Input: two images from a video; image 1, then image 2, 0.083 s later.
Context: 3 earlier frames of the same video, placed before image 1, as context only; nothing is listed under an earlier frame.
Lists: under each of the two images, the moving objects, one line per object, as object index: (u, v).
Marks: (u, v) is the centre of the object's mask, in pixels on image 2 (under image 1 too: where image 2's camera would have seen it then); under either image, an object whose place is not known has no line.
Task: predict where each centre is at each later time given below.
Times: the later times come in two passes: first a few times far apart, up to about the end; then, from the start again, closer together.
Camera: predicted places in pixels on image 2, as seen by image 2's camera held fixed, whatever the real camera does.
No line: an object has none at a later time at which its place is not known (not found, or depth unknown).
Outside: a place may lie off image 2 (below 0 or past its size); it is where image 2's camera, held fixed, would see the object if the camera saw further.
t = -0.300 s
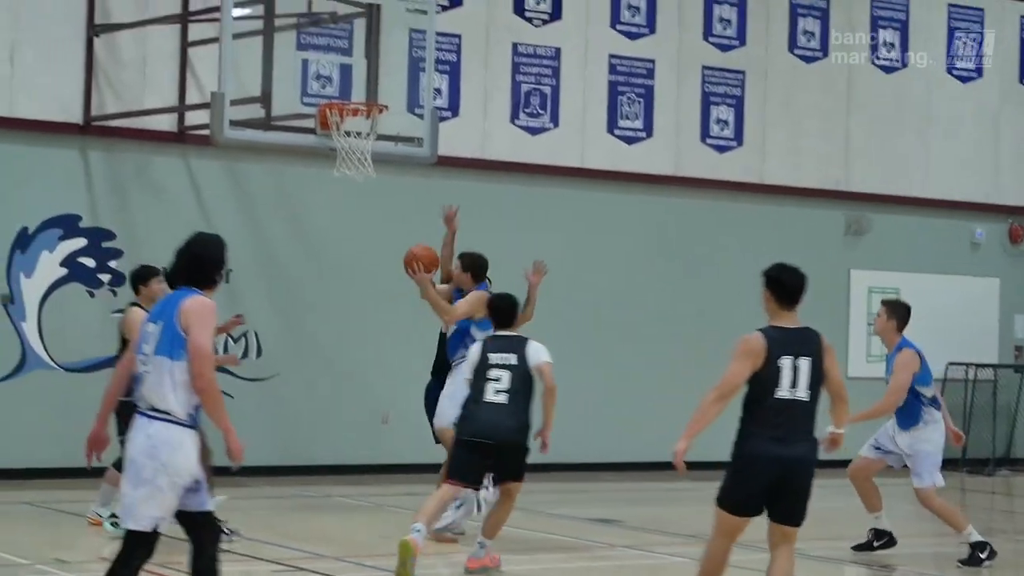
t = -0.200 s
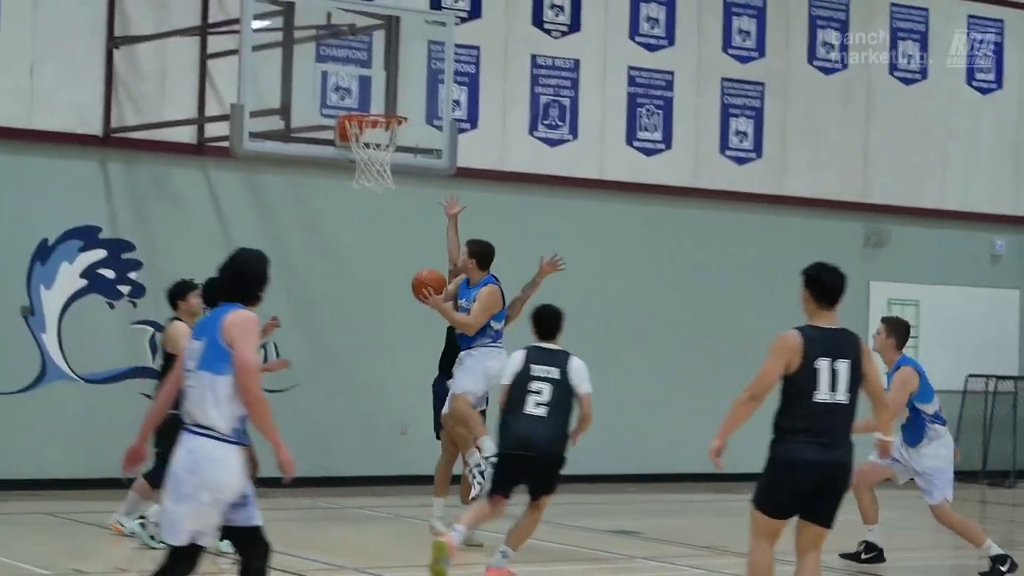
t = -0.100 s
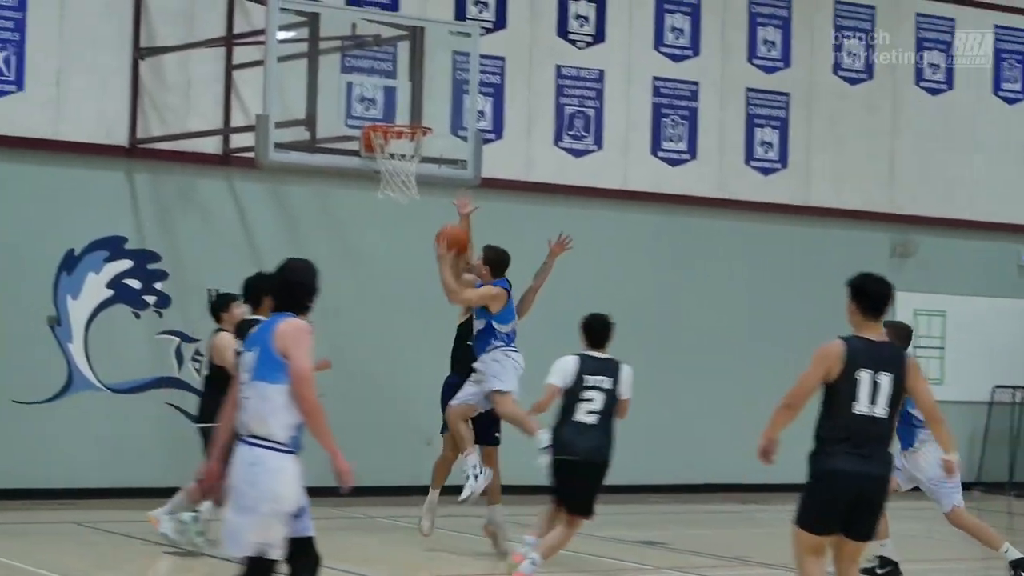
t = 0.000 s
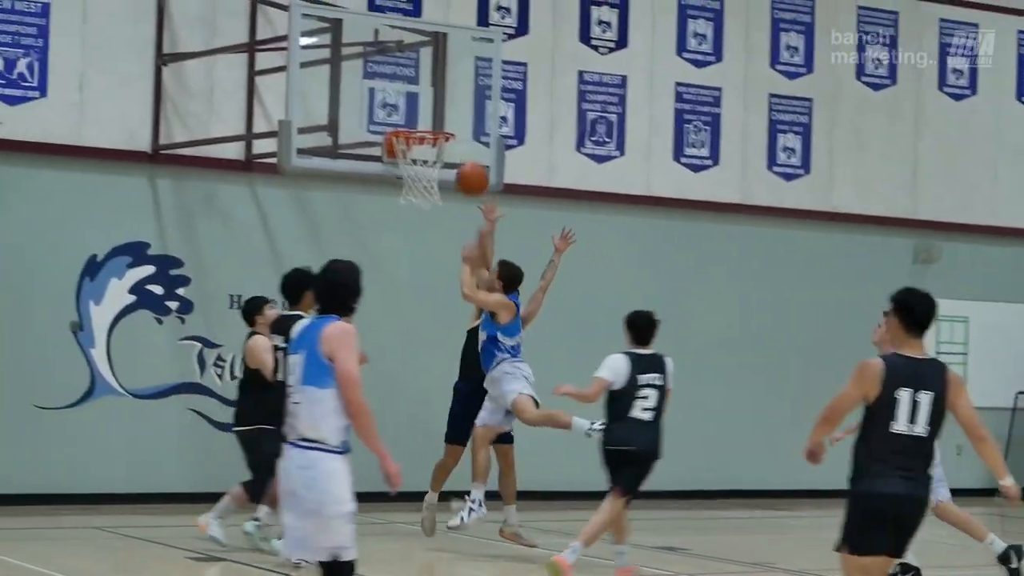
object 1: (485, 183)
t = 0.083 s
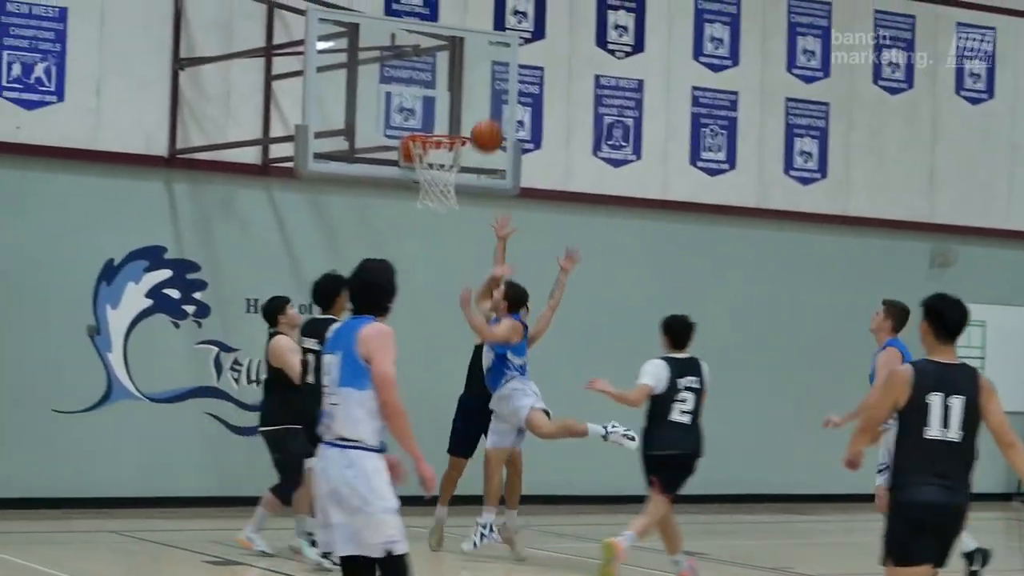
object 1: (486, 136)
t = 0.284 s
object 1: (491, 69)
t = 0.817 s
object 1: (512, 116)
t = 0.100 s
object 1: (487, 128)
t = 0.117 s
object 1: (488, 120)
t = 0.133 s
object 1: (487, 113)
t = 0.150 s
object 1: (487, 107)
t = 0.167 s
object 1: (488, 101)
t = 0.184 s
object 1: (489, 95)
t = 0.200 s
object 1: (489, 90)
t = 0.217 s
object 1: (489, 85)
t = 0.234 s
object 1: (490, 80)
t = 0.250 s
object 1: (490, 76)
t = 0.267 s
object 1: (491, 72)
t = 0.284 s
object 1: (491, 69)
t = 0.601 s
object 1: (488, 66)
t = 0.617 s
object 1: (489, 68)
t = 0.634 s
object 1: (491, 70)
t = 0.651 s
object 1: (493, 72)
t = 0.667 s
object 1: (495, 75)
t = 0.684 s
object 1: (497, 78)
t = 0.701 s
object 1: (499, 82)
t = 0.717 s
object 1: (501, 85)
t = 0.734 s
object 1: (502, 89)
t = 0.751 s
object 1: (504, 93)
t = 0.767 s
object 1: (506, 99)
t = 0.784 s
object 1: (507, 105)
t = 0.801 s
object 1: (509, 109)
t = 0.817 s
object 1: (512, 116)
